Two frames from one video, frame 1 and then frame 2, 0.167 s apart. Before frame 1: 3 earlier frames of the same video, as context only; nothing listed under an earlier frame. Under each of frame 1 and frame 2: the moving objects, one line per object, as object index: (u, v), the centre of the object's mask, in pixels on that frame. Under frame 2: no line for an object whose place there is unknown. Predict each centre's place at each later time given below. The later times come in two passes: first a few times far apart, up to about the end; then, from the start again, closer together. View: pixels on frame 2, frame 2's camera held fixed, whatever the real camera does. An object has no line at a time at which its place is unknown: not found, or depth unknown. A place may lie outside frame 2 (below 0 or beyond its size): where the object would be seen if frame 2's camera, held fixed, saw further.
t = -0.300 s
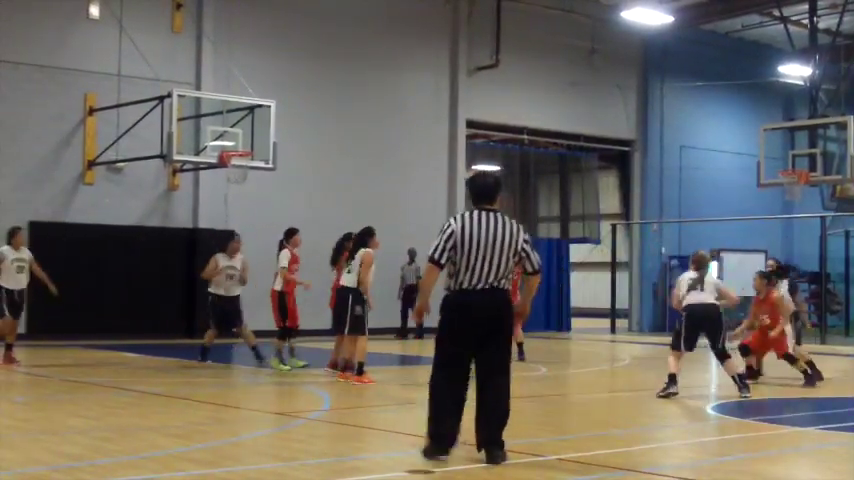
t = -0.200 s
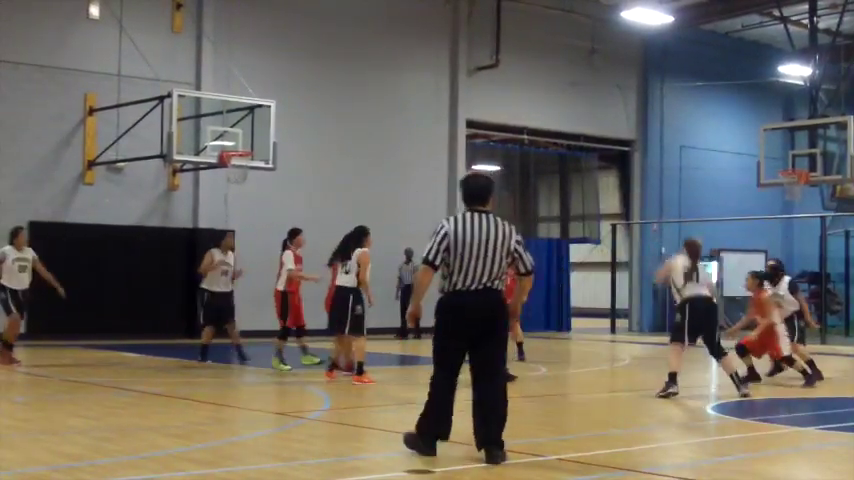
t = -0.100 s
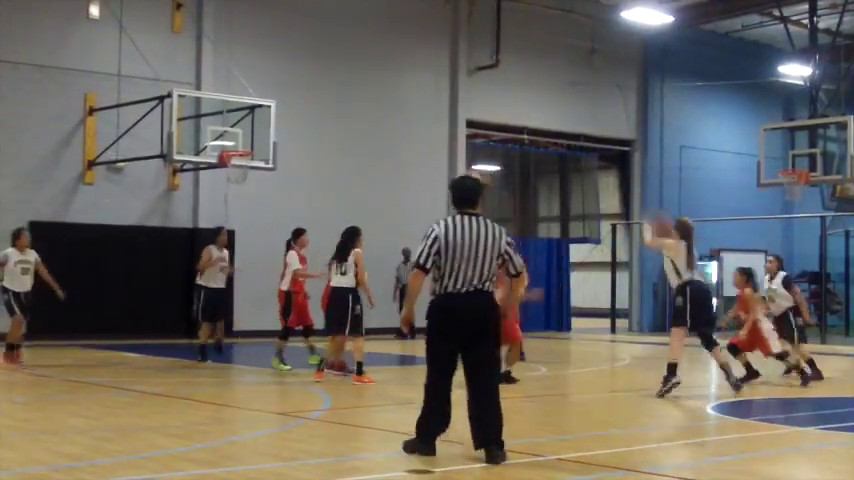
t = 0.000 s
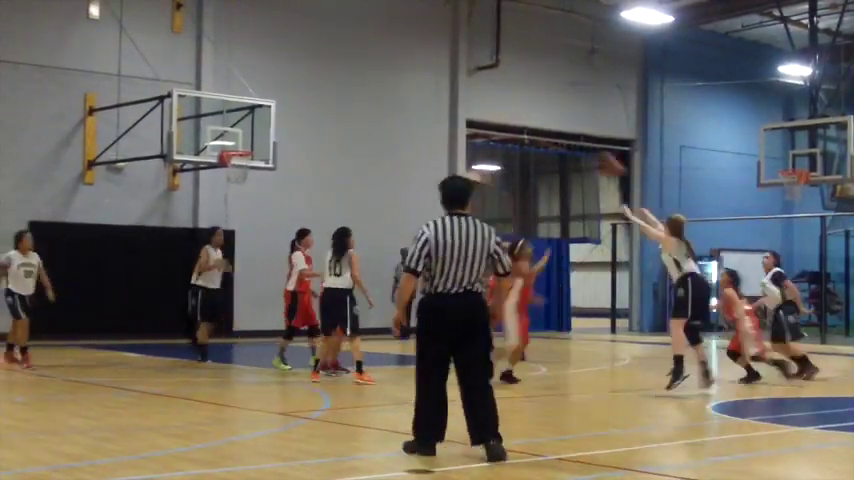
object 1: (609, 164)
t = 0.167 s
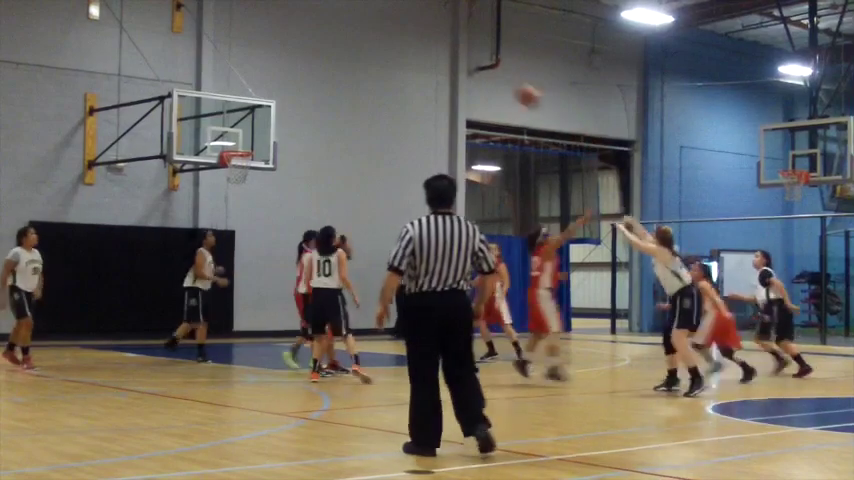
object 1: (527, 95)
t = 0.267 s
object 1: (484, 69)
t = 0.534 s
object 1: (379, 40)
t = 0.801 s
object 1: (293, 65)
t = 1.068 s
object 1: (217, 133)
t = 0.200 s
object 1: (512, 85)
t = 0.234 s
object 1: (498, 75)
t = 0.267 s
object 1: (484, 69)
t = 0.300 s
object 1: (469, 60)
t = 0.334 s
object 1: (456, 55)
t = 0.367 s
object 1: (441, 50)
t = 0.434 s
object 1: (415, 43)
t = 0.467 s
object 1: (402, 41)
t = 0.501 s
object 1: (389, 40)
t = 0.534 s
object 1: (379, 40)
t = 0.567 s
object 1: (367, 40)
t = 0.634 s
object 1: (344, 43)
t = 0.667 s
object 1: (334, 46)
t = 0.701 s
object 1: (324, 49)
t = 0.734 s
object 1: (314, 54)
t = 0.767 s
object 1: (304, 59)
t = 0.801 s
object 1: (293, 65)
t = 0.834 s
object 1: (283, 72)
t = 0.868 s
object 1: (275, 79)
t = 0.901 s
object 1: (264, 85)
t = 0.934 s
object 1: (256, 93)
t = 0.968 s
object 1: (245, 101)
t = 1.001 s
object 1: (236, 114)
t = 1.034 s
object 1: (228, 119)
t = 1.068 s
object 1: (217, 133)
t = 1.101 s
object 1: (211, 141)
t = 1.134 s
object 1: (203, 151)
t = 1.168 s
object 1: (210, 159)
